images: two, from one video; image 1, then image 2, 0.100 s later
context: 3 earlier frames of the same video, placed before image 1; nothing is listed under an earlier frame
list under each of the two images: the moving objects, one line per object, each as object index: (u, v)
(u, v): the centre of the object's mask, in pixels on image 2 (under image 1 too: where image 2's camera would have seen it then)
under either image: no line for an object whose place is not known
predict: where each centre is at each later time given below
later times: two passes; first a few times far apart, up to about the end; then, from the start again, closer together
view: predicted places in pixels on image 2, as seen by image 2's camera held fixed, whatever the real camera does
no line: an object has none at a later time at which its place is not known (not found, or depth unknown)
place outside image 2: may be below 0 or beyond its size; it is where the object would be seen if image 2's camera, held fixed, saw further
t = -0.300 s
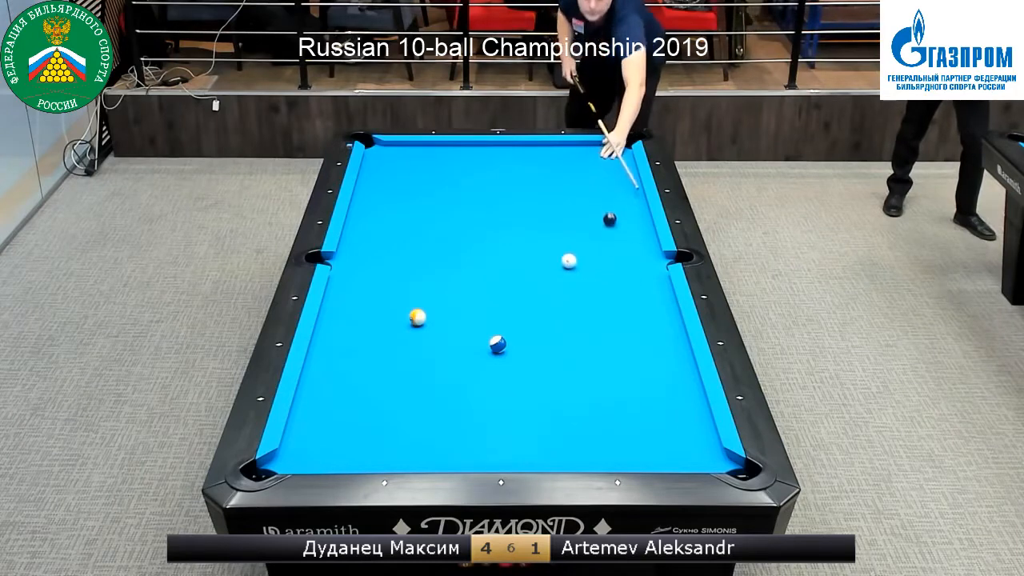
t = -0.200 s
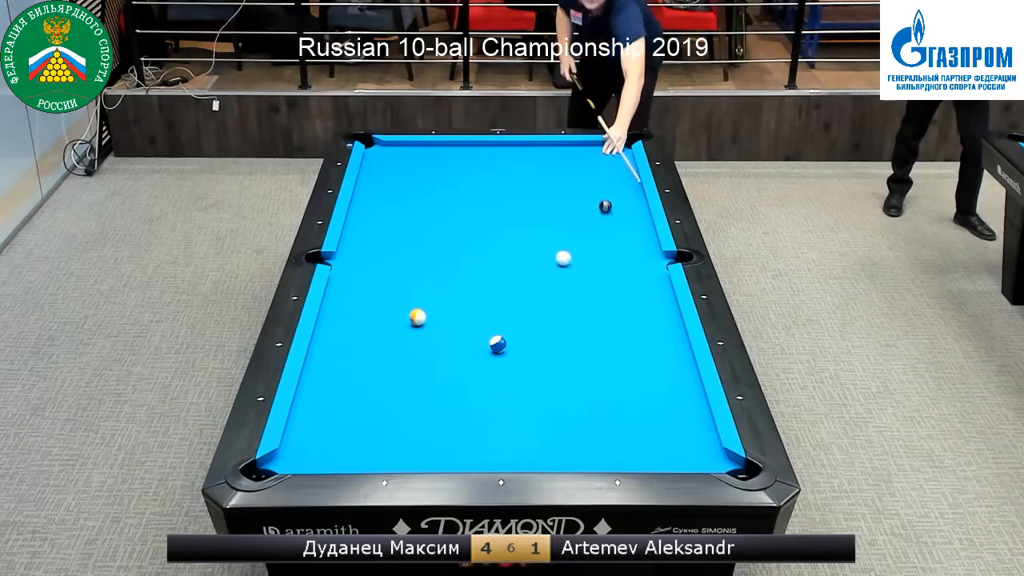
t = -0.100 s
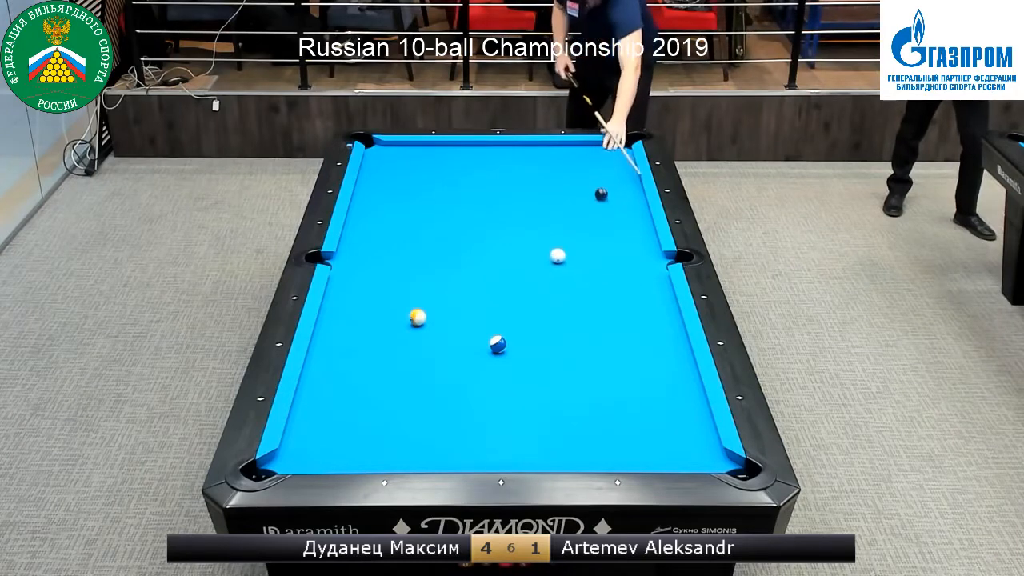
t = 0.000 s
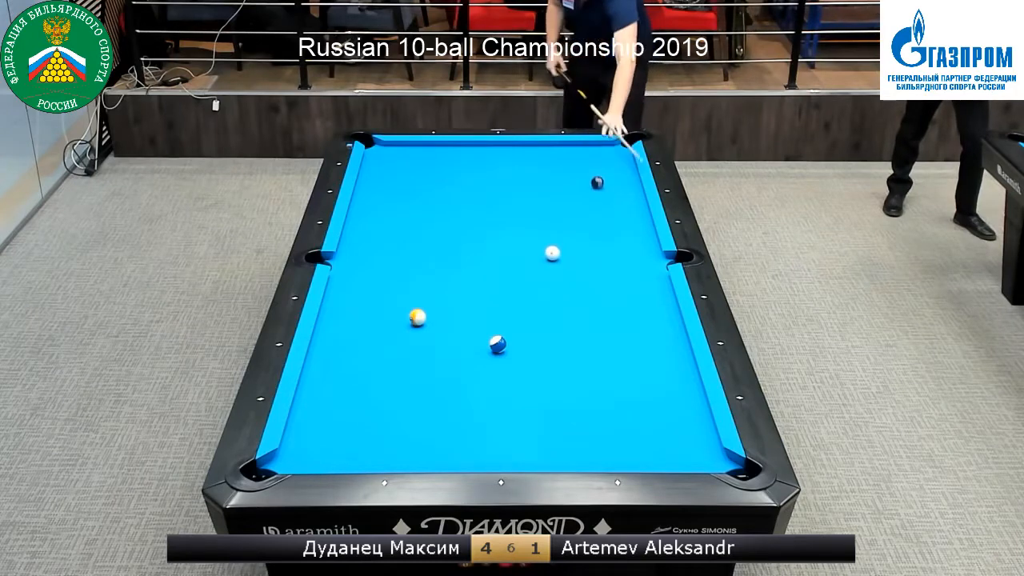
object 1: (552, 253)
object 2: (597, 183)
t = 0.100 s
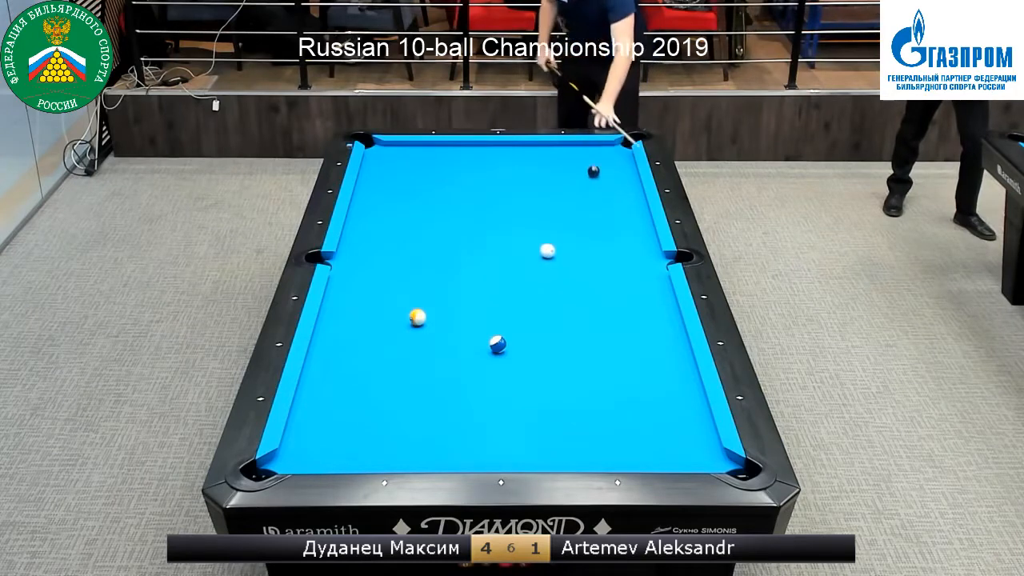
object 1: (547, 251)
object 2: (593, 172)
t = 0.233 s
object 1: (541, 248)
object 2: (588, 158)
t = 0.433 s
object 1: (532, 243)
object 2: (585, 148)
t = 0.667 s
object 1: (522, 239)
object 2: (591, 162)
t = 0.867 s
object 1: (515, 235)
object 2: (595, 173)
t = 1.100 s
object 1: (507, 232)
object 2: (600, 186)
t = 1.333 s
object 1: (500, 229)
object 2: (605, 200)
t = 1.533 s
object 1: (495, 226)
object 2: (610, 212)
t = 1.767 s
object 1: (489, 224)
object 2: (617, 226)
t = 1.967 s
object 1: (485, 222)
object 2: (622, 239)
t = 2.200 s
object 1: (482, 220)
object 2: (628, 253)
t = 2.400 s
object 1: (479, 219)
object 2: (634, 266)
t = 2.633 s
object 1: (477, 218)
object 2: (641, 281)
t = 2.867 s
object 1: (476, 218)
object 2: (648, 297)
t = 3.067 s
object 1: (475, 217)
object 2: (653, 310)
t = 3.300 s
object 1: (475, 217)
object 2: (660, 325)
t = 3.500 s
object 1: (475, 217)
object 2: (666, 339)
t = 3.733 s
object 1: (475, 217)
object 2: (673, 354)
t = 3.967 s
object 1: (475, 217)
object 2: (679, 370)
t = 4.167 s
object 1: (475, 217)
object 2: (685, 383)
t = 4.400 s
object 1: (475, 217)
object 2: (692, 399)
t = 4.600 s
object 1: (475, 217)
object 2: (697, 412)
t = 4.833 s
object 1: (475, 217)
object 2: (703, 427)
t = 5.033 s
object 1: (475, 217)
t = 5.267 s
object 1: (475, 217)
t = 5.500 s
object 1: (475, 217)
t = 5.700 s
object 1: (475, 217)
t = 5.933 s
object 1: (475, 217)
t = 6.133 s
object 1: (475, 217)
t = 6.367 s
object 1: (475, 217)
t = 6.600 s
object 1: (475, 217)
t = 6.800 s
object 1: (475, 217)
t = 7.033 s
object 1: (475, 217)
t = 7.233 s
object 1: (475, 217)
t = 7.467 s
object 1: (475, 217)
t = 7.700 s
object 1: (475, 217)
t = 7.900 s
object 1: (475, 217)
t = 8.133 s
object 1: (475, 217)
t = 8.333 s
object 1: (475, 217)
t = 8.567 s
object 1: (475, 217)
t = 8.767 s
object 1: (475, 217)
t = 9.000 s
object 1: (475, 217)
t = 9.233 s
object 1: (475, 217)
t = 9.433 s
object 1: (475, 217)
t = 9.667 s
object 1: (475, 217)
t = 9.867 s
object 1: (475, 217)
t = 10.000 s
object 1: (475, 217)
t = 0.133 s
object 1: (546, 250)
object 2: (592, 168)
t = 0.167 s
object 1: (544, 249)
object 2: (591, 165)
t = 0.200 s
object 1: (543, 248)
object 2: (590, 161)
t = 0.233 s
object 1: (541, 248)
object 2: (588, 158)
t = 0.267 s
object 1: (539, 247)
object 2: (587, 155)
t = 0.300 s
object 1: (538, 246)
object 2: (586, 151)
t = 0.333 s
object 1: (536, 246)
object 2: (585, 148)
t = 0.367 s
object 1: (535, 245)
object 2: (584, 144)
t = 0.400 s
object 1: (533, 244)
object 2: (584, 146)
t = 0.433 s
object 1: (532, 243)
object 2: (585, 148)
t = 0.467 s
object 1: (530, 243)
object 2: (586, 149)
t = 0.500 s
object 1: (529, 242)
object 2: (587, 152)
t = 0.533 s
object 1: (528, 242)
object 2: (588, 154)
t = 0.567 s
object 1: (526, 241)
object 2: (588, 156)
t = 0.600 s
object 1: (525, 240)
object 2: (589, 158)
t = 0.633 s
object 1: (524, 240)
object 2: (590, 160)
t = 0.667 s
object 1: (522, 239)
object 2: (591, 162)
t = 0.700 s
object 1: (521, 238)
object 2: (591, 163)
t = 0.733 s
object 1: (520, 238)
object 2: (592, 165)
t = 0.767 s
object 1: (518, 237)
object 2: (593, 167)
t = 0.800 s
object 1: (517, 237)
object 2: (593, 169)
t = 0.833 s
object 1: (516, 236)
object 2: (594, 171)
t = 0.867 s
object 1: (515, 235)
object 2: (595, 173)
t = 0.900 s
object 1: (514, 235)
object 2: (595, 175)
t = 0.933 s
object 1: (513, 234)
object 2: (596, 177)
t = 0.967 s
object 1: (511, 234)
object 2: (597, 179)
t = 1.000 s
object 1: (510, 233)
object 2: (598, 180)
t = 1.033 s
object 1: (509, 233)
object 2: (598, 182)
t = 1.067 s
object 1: (508, 232)
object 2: (599, 184)
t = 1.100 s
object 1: (507, 232)
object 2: (600, 186)
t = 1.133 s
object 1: (506, 231)
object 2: (601, 188)
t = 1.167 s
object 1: (505, 231)
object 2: (602, 190)
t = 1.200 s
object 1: (504, 230)
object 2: (602, 192)
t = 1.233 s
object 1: (503, 230)
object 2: (603, 194)
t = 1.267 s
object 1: (502, 230)
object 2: (604, 196)
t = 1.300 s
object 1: (501, 229)
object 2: (604, 198)
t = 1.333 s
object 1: (500, 229)
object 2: (605, 200)
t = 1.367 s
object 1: (499, 228)
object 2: (606, 202)
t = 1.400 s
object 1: (499, 228)
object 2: (607, 204)
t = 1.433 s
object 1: (498, 227)
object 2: (608, 206)
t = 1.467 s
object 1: (497, 227)
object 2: (609, 208)
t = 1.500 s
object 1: (496, 226)
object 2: (609, 210)
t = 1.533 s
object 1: (495, 226)
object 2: (610, 212)
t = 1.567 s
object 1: (494, 226)
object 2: (611, 214)
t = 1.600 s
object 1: (493, 226)
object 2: (612, 216)
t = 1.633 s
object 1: (493, 225)
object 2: (613, 218)
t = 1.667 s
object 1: (492, 225)
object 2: (614, 220)
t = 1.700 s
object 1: (491, 225)
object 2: (615, 222)
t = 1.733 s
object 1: (490, 224)
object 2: (616, 224)
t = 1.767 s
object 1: (489, 224)
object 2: (617, 226)
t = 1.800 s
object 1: (489, 223)
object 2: (617, 228)
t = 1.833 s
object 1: (488, 223)
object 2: (618, 231)
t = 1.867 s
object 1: (487, 223)
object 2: (619, 233)
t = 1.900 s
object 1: (487, 223)
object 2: (620, 234)
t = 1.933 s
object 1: (486, 222)
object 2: (621, 237)
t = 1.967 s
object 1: (485, 222)
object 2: (622, 239)
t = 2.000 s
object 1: (485, 222)
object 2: (622, 241)
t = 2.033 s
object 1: (484, 222)
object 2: (623, 243)
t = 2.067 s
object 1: (484, 221)
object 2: (624, 245)
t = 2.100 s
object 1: (483, 221)
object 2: (625, 247)
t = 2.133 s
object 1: (483, 221)
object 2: (626, 249)
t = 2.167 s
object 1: (482, 221)
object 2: (627, 252)
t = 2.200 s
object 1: (482, 220)
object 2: (628, 253)
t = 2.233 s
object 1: (481, 220)
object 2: (629, 255)
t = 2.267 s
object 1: (481, 220)
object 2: (630, 258)
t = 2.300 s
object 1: (480, 220)
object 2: (631, 260)
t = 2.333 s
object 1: (480, 219)
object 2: (632, 262)
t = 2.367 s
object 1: (480, 219)
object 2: (632, 264)
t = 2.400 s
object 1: (479, 219)
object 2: (634, 266)
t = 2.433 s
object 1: (479, 219)
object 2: (635, 268)
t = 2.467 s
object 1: (479, 219)
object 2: (636, 271)
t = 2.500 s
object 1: (478, 219)
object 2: (636, 273)
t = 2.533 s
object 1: (478, 219)
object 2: (637, 275)
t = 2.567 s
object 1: (478, 218)
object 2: (639, 277)
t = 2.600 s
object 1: (477, 218)
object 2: (640, 279)
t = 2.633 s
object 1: (477, 218)
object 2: (641, 281)
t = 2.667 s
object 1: (477, 218)
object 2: (642, 284)
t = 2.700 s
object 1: (477, 218)
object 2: (643, 286)
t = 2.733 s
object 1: (476, 218)
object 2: (644, 288)
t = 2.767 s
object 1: (476, 218)
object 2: (645, 290)
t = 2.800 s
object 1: (476, 218)
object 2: (646, 292)
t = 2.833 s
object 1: (476, 218)
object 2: (647, 295)
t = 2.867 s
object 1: (476, 218)
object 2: (648, 297)
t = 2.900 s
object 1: (476, 217)
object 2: (649, 299)
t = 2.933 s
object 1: (475, 217)
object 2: (650, 301)
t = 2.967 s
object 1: (475, 217)
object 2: (651, 303)
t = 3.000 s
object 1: (475, 217)
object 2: (652, 305)
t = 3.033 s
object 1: (475, 217)
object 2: (652, 307)
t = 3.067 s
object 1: (475, 217)
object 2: (653, 310)
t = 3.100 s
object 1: (475, 217)
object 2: (655, 312)
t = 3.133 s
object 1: (475, 217)
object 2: (655, 314)
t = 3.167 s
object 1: (475, 217)
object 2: (656, 316)
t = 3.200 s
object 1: (475, 217)
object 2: (657, 319)
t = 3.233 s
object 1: (475, 217)
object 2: (658, 321)
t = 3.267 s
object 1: (475, 217)
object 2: (659, 323)
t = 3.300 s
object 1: (475, 217)
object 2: (660, 325)
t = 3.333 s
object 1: (475, 217)
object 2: (661, 328)
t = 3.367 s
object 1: (475, 217)
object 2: (662, 330)
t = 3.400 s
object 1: (475, 217)
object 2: (663, 332)
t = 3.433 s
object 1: (475, 217)
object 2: (664, 334)
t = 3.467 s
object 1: (475, 217)
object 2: (665, 336)
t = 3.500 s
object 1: (475, 217)
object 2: (666, 339)
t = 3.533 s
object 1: (475, 217)
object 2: (667, 341)
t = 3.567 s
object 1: (475, 217)
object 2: (668, 343)
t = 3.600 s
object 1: (475, 217)
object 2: (669, 345)
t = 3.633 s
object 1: (475, 217)
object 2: (670, 347)
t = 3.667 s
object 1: (475, 217)
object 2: (671, 350)
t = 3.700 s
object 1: (475, 217)
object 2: (672, 352)
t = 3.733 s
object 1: (475, 217)
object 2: (673, 354)
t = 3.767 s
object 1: (475, 217)
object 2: (674, 356)
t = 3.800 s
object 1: (475, 217)
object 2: (675, 359)
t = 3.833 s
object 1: (475, 217)
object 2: (676, 361)
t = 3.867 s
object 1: (475, 217)
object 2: (677, 363)
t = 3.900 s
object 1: (475, 217)
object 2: (678, 365)
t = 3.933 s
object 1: (475, 217)
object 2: (679, 368)
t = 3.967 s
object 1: (475, 217)
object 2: (679, 370)
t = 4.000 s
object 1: (475, 217)
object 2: (681, 372)
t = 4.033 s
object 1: (475, 217)
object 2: (682, 374)
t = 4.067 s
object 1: (475, 217)
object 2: (682, 377)
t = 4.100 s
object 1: (475, 217)
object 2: (683, 379)
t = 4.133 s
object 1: (475, 217)
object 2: (684, 381)
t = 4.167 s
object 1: (475, 217)
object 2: (685, 383)
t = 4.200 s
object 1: (475, 217)
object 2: (686, 385)
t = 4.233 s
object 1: (475, 217)
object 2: (687, 388)
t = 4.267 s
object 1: (475, 217)
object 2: (688, 390)
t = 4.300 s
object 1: (475, 217)
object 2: (689, 392)
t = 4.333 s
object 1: (475, 217)
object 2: (690, 394)
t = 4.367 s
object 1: (475, 217)
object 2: (691, 396)
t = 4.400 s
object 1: (475, 217)
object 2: (692, 399)
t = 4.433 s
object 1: (475, 217)
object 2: (693, 401)
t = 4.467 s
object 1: (475, 217)
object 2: (693, 403)
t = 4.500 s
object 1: (475, 217)
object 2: (695, 406)
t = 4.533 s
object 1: (475, 217)
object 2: (695, 408)
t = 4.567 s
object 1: (475, 217)
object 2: (696, 410)
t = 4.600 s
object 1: (475, 217)
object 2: (697, 412)
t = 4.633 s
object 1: (475, 217)
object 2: (698, 414)
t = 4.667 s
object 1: (475, 217)
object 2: (699, 416)
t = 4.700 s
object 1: (475, 217)
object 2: (700, 418)
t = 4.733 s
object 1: (475, 217)
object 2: (701, 421)
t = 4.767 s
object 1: (475, 217)
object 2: (701, 423)
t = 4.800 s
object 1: (475, 217)
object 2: (702, 425)
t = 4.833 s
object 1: (475, 217)
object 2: (703, 427)
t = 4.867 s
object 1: (475, 217)
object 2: (704, 429)
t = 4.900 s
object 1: (475, 217)
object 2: (704, 431)
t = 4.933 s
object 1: (475, 217)
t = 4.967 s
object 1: (475, 217)
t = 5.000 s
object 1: (475, 217)
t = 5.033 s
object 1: (475, 217)
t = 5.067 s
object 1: (475, 217)
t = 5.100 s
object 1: (475, 217)
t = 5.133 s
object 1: (475, 217)
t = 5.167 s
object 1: (475, 217)
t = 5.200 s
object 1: (475, 217)
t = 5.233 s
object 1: (475, 217)
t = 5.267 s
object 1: (475, 217)
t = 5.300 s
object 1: (475, 217)
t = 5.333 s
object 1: (475, 217)
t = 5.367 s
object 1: (475, 217)
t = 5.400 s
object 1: (475, 217)
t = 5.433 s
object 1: (475, 217)
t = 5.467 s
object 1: (475, 217)
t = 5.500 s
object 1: (475, 217)
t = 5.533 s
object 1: (475, 217)
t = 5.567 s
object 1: (475, 217)
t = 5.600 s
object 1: (475, 217)
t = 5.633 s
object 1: (475, 217)
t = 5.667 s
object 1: (475, 217)
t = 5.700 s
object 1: (475, 217)
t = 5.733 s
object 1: (475, 217)
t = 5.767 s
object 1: (475, 217)
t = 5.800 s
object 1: (475, 217)
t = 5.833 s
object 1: (475, 217)
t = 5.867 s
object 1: (475, 217)
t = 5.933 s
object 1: (475, 217)
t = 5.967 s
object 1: (475, 217)
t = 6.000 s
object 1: (475, 217)
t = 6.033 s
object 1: (475, 217)
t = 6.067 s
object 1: (475, 217)
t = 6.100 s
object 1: (475, 217)
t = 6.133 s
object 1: (475, 217)
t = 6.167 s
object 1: (475, 217)
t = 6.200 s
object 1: (475, 217)
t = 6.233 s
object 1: (475, 217)
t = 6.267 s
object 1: (475, 217)
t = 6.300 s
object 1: (475, 217)
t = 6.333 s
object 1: (475, 217)
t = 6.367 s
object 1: (475, 217)
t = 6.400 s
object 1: (475, 217)
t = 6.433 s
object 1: (475, 217)
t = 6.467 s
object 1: (475, 217)
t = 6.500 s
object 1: (475, 217)
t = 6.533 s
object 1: (475, 217)
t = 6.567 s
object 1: (475, 217)
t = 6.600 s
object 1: (475, 217)
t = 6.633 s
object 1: (475, 217)
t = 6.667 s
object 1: (475, 217)
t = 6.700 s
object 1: (475, 217)
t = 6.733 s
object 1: (475, 217)
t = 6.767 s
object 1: (475, 217)
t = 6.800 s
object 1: (475, 217)
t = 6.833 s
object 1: (475, 217)
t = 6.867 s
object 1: (475, 217)
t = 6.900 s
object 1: (475, 217)
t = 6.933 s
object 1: (475, 217)
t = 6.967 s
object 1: (475, 217)
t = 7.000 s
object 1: (475, 217)
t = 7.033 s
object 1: (475, 217)
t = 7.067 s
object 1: (475, 217)
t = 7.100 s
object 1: (475, 217)
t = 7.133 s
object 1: (475, 217)
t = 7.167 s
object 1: (475, 217)
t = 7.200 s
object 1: (475, 217)
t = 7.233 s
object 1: (475, 217)
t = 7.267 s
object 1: (475, 217)
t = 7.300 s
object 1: (475, 217)
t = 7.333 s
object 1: (475, 217)
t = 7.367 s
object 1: (475, 217)
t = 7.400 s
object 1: (475, 217)
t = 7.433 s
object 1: (475, 217)
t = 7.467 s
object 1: (475, 217)
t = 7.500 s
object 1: (475, 217)
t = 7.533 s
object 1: (475, 217)
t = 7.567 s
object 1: (475, 217)
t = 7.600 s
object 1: (475, 217)
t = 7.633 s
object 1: (475, 217)
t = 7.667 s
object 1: (475, 217)
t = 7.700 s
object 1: (475, 217)
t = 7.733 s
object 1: (475, 217)
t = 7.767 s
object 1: (475, 217)
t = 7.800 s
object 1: (475, 217)
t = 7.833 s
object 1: (475, 217)
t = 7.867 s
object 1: (475, 217)
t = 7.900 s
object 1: (475, 217)
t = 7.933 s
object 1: (475, 217)
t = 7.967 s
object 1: (475, 217)
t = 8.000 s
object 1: (475, 217)
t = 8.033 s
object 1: (475, 217)
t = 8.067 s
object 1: (475, 217)
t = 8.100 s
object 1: (475, 217)
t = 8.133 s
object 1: (475, 217)
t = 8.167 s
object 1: (475, 217)
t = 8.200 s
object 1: (475, 217)
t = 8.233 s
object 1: (475, 217)
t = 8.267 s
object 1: (475, 217)
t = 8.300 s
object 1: (475, 217)
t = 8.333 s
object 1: (475, 217)
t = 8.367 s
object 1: (475, 217)
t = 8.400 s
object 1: (475, 217)
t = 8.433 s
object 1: (475, 217)
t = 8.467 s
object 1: (475, 217)
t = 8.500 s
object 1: (475, 217)
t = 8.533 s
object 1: (475, 217)
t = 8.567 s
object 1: (475, 217)
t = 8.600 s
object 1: (475, 217)
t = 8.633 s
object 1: (475, 217)
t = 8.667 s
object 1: (475, 217)
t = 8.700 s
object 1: (475, 217)
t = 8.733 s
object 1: (475, 217)
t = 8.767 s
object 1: (475, 217)
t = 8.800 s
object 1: (475, 217)
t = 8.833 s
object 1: (475, 217)
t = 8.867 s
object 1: (475, 217)
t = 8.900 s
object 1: (475, 217)
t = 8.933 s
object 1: (475, 217)
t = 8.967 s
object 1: (475, 217)
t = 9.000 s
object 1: (475, 217)
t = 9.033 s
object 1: (475, 217)
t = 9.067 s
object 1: (475, 217)
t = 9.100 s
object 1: (475, 217)
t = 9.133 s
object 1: (475, 217)
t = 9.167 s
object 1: (475, 217)
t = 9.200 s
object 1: (475, 217)
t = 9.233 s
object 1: (475, 217)
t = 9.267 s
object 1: (475, 217)
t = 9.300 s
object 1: (475, 217)
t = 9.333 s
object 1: (475, 217)
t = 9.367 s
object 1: (475, 217)
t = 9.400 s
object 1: (475, 217)
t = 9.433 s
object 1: (475, 217)
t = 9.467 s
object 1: (475, 217)
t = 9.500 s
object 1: (475, 217)
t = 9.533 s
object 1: (475, 217)
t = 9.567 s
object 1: (475, 217)
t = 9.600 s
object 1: (475, 217)
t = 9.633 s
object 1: (475, 217)
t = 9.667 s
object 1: (475, 217)
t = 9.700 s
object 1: (475, 217)
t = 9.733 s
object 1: (475, 217)
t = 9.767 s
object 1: (475, 217)
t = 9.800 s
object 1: (475, 217)
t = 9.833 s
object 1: (475, 217)
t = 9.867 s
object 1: (475, 217)
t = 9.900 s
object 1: (475, 217)
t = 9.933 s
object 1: (475, 217)
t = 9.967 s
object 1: (475, 217)
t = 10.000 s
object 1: (475, 217)
